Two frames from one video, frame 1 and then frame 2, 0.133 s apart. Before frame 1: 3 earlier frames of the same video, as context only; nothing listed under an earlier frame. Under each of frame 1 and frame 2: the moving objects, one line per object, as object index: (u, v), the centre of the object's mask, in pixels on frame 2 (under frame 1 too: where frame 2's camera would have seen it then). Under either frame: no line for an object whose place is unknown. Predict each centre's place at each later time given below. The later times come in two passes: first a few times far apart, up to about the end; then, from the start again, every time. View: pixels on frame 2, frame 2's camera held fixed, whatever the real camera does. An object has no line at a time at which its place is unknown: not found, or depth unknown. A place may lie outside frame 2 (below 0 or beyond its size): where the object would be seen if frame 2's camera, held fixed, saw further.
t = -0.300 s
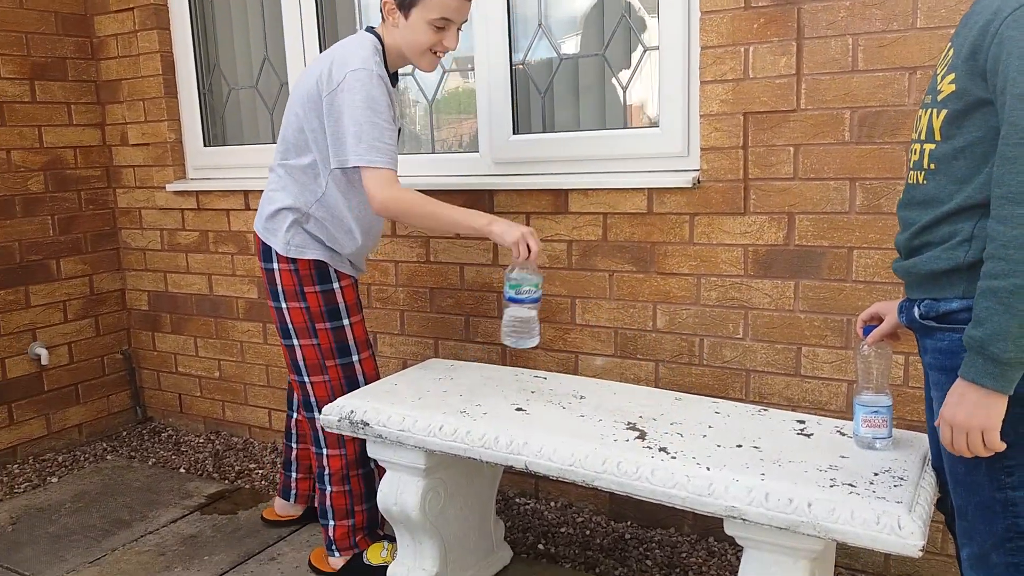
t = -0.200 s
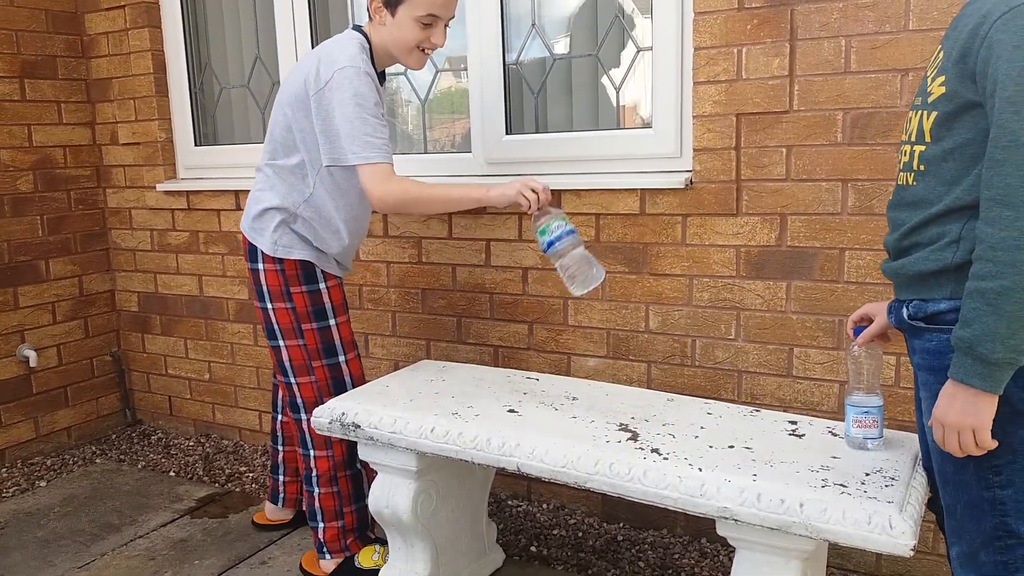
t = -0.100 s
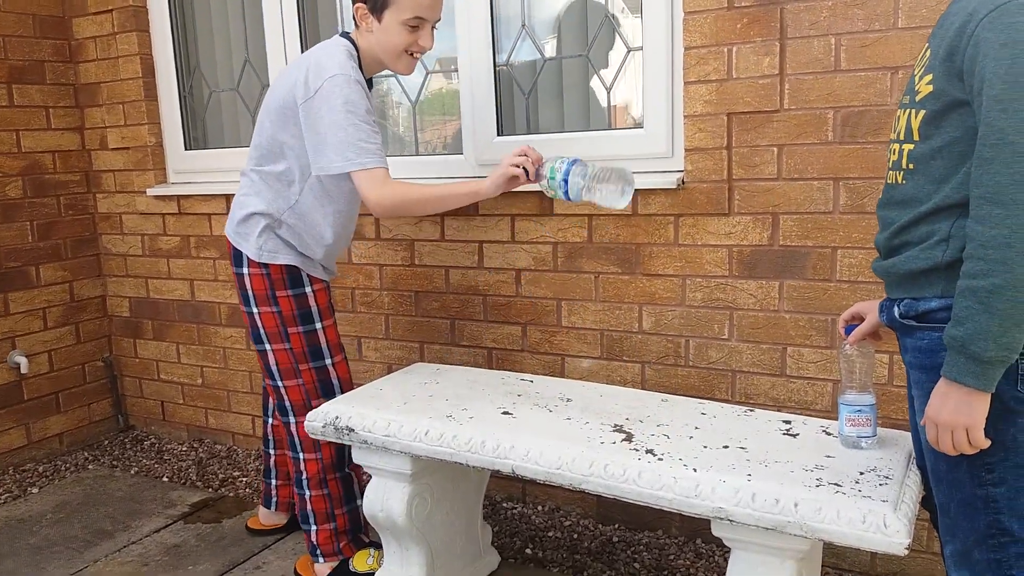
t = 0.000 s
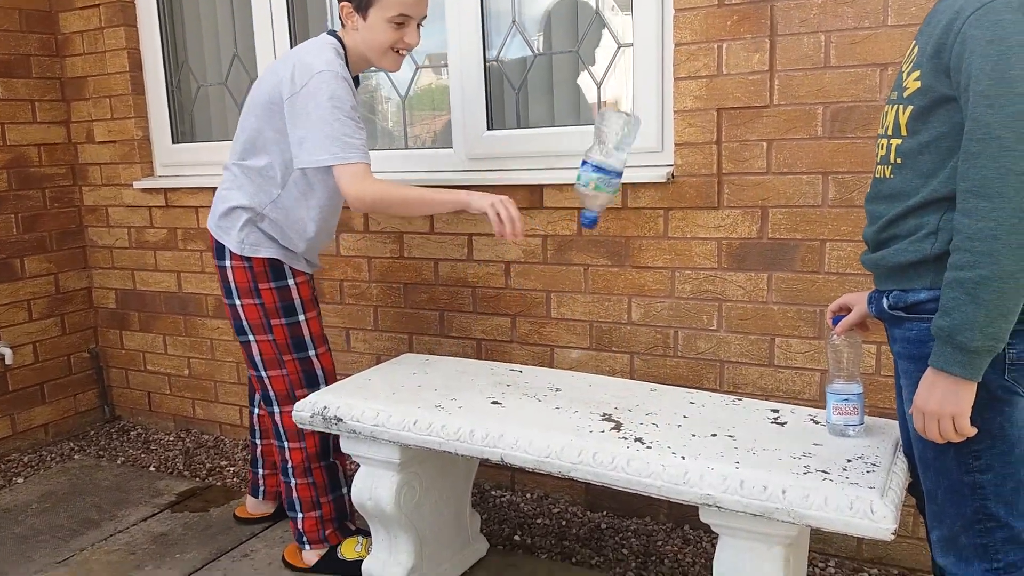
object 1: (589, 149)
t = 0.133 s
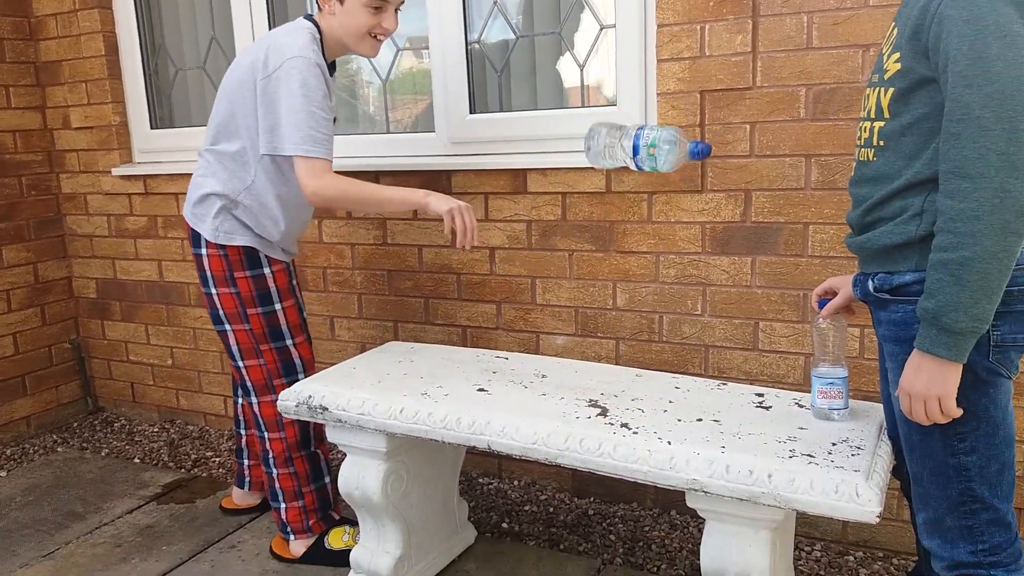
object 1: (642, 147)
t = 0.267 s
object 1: (657, 263)
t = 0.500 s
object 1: (678, 361)
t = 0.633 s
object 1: (671, 365)
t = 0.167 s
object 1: (647, 162)
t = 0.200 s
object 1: (650, 186)
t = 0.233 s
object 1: (653, 220)
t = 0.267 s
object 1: (657, 263)
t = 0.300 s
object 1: (661, 313)
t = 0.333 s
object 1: (666, 359)
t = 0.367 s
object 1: (670, 358)
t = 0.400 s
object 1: (673, 360)
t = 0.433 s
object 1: (675, 361)
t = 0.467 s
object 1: (677, 361)
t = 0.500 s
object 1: (678, 361)
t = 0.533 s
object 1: (677, 362)
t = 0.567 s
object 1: (676, 365)
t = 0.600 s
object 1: (673, 365)
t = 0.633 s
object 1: (671, 365)
